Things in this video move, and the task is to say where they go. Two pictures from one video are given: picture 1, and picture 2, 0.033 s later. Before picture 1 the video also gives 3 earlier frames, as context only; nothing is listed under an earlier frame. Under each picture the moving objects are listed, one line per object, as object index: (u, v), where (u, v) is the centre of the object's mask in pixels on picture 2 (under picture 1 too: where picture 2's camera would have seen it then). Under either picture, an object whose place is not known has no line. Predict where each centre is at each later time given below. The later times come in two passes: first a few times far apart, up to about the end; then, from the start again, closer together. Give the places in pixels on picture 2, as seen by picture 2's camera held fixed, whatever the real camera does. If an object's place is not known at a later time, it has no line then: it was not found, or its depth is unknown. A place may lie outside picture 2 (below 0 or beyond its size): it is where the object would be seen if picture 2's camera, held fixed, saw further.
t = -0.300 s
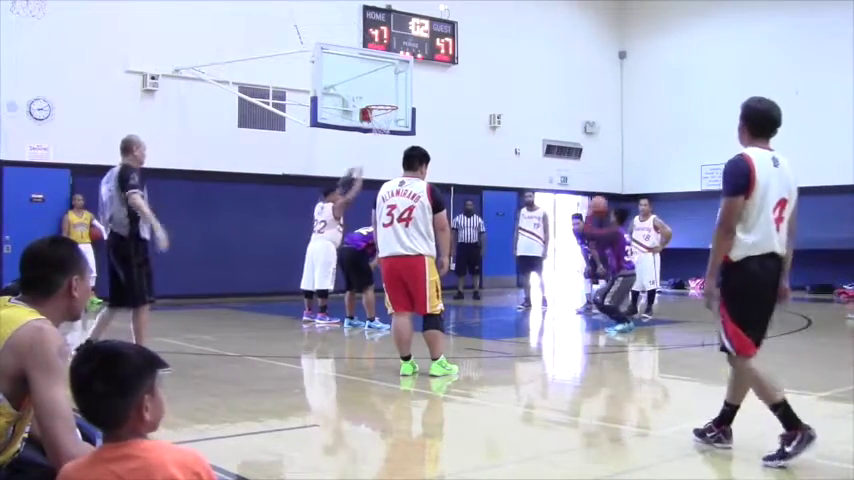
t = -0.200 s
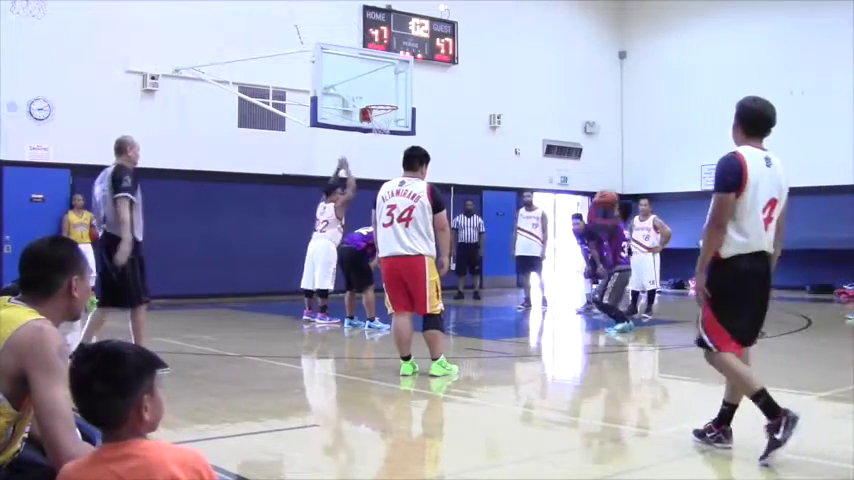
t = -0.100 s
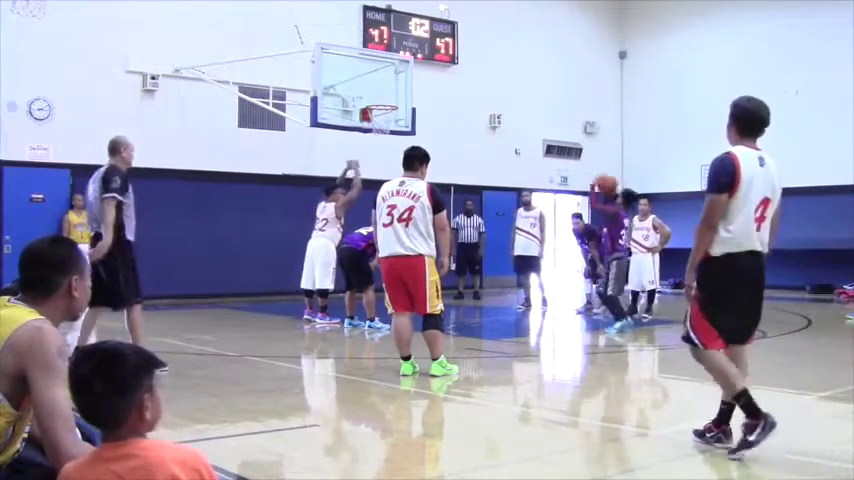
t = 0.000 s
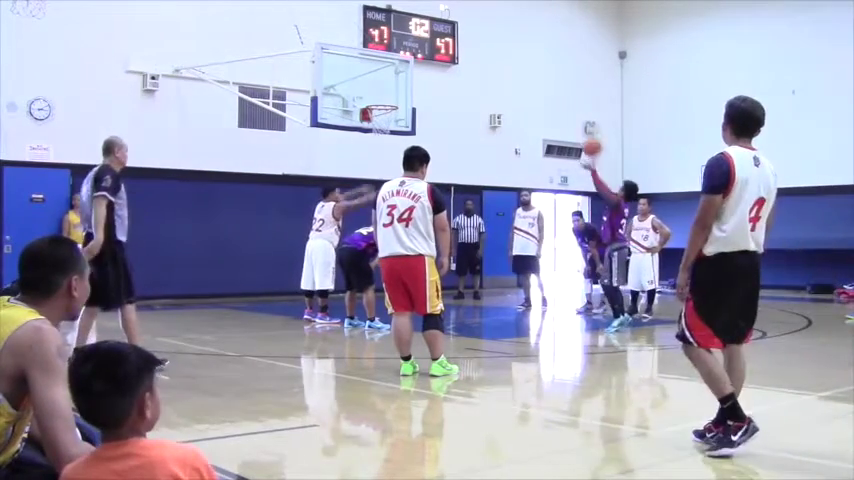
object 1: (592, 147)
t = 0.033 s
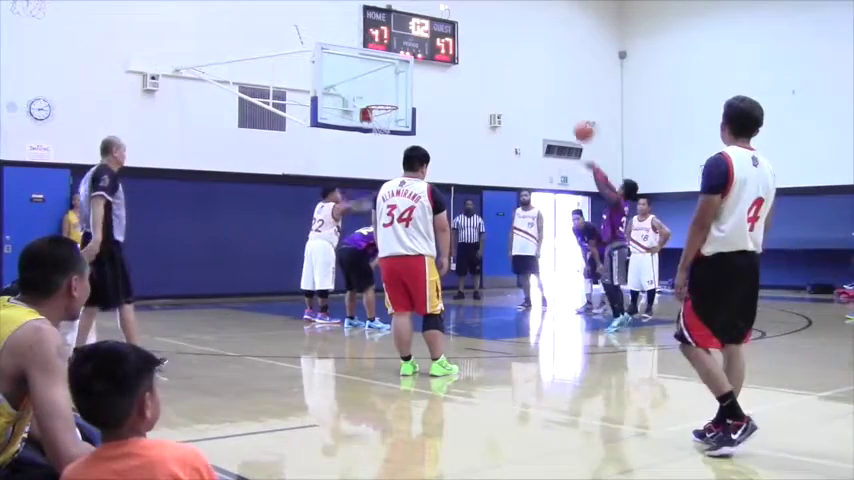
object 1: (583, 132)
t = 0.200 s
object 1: (541, 74)
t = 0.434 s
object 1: (488, 36)
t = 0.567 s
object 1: (462, 33)
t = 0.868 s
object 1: (408, 71)
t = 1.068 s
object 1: (387, 94)
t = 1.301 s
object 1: (414, 79)
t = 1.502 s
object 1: (438, 94)
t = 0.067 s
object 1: (574, 119)
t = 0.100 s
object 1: (565, 105)
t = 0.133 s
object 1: (557, 94)
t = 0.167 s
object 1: (549, 84)
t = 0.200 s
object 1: (541, 74)
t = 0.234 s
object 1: (533, 66)
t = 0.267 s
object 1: (525, 59)
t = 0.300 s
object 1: (517, 52)
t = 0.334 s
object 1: (510, 47)
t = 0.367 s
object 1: (503, 43)
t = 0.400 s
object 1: (495, 39)
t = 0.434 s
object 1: (488, 36)
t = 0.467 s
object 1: (482, 35)
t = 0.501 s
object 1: (475, 33)
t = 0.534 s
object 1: (469, 33)
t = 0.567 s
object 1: (462, 33)
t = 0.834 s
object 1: (414, 65)
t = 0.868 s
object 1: (408, 71)
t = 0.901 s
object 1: (403, 78)
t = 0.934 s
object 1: (398, 86)
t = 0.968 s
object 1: (392, 95)
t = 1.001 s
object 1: (388, 102)
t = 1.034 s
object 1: (387, 98)
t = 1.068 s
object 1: (387, 94)
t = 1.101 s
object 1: (390, 90)
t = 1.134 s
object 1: (394, 87)
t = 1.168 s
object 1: (398, 84)
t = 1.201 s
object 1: (402, 81)
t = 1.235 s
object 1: (406, 80)
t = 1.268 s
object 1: (410, 79)
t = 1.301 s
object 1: (414, 79)
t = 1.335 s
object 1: (418, 80)
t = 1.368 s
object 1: (422, 81)
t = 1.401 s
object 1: (426, 83)
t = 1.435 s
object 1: (430, 86)
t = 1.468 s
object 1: (434, 90)
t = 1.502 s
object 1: (438, 94)
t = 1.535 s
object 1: (442, 99)
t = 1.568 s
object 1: (446, 105)
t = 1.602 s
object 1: (450, 111)
